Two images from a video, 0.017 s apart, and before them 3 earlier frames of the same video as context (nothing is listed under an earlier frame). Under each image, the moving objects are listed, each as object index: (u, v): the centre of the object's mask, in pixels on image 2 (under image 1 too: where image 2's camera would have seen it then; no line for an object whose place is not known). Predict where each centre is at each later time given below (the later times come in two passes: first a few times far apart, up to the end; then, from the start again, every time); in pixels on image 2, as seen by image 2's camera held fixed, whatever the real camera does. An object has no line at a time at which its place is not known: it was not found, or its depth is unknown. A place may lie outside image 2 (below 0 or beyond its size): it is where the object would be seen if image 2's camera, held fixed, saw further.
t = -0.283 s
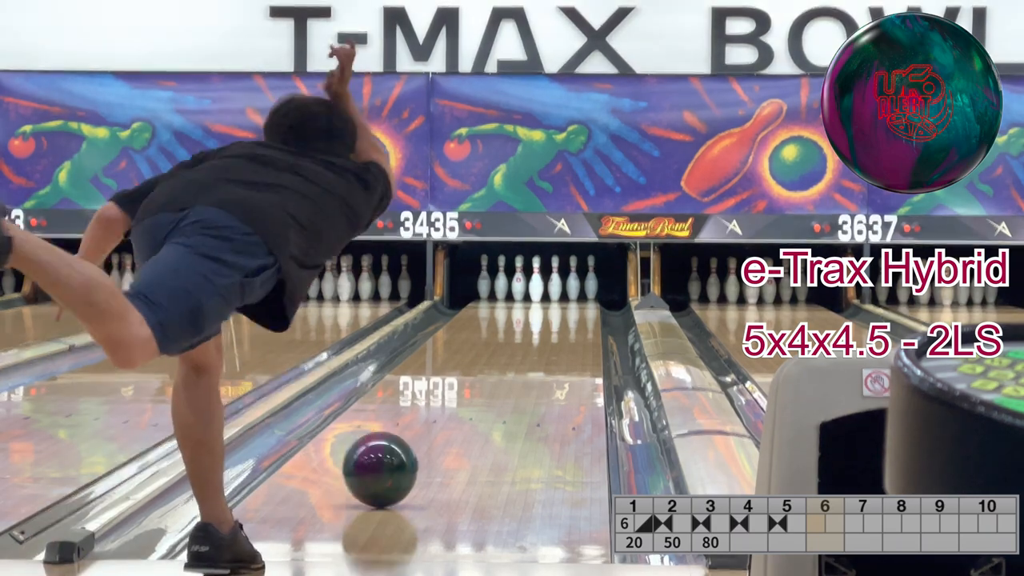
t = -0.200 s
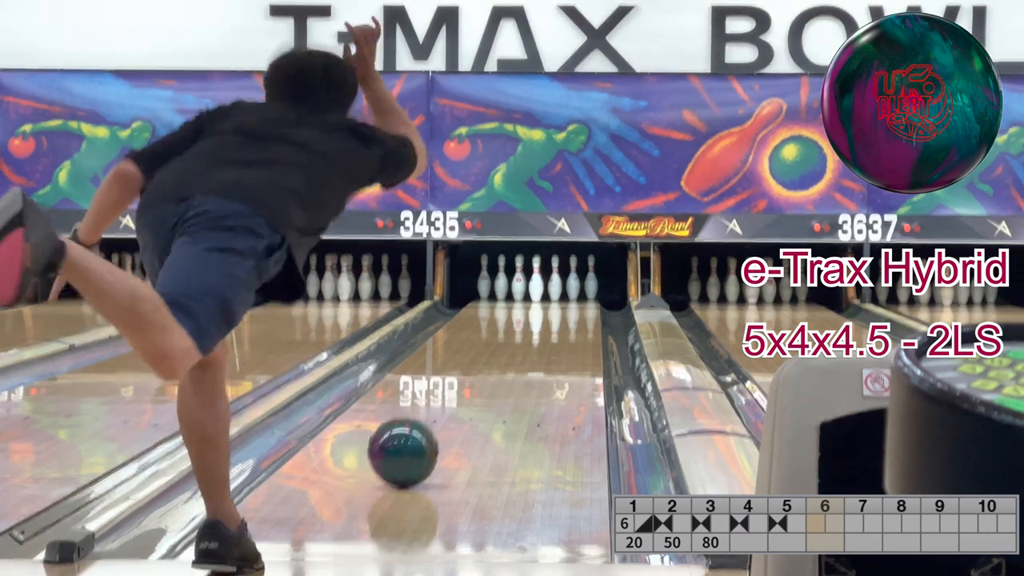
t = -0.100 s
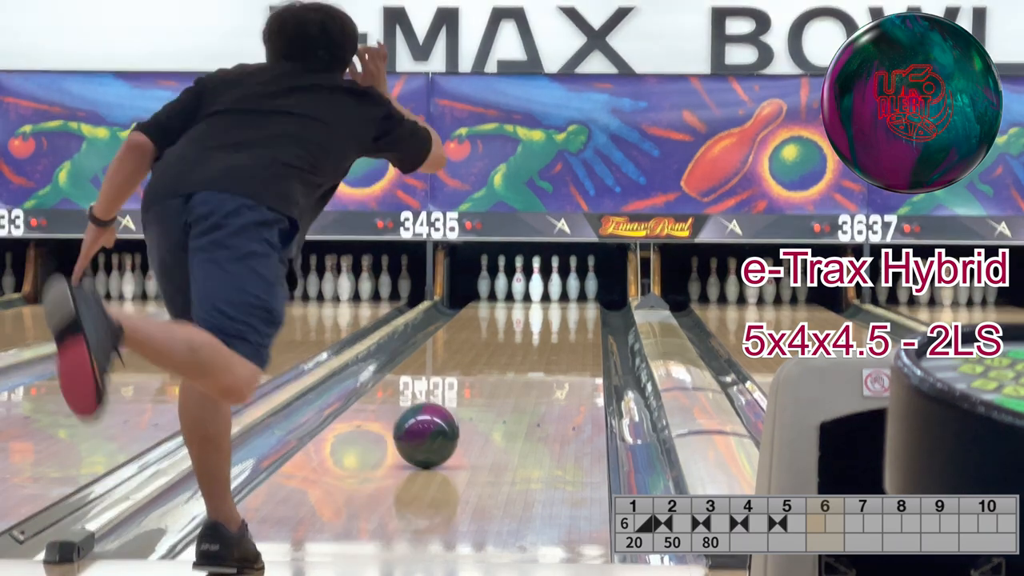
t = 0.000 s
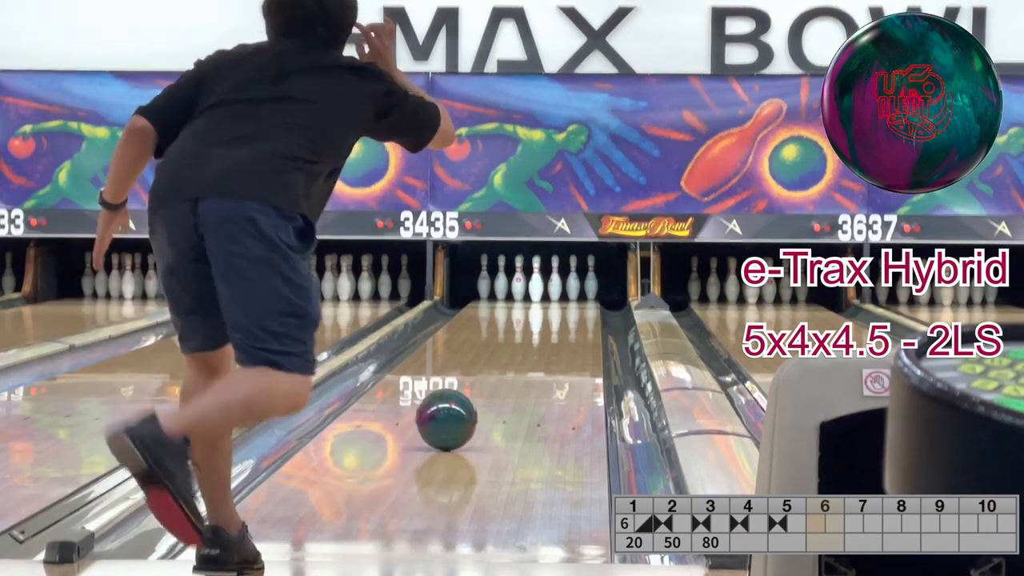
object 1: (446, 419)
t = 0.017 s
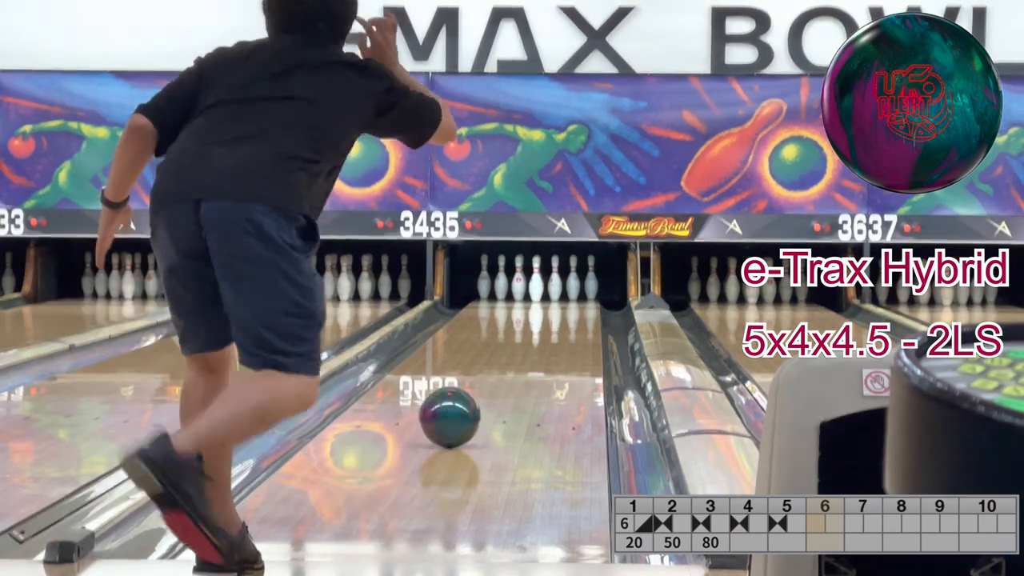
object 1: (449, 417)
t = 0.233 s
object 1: (484, 390)
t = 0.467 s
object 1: (512, 368)
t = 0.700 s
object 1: (534, 351)
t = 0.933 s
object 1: (550, 337)
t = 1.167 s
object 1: (561, 326)
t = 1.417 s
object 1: (569, 315)
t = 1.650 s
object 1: (571, 307)
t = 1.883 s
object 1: (566, 300)
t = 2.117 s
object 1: (556, 294)
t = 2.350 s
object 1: (543, 290)
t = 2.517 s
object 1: (539, 288)
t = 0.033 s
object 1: (452, 414)
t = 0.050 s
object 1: (455, 412)
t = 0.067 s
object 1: (458, 410)
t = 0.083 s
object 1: (461, 408)
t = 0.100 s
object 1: (464, 406)
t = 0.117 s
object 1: (467, 404)
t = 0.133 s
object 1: (469, 402)
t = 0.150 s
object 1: (472, 400)
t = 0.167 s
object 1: (474, 398)
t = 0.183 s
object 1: (477, 396)
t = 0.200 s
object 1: (479, 394)
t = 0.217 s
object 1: (482, 392)
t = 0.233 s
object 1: (484, 390)
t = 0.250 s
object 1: (486, 388)
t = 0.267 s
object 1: (488, 387)
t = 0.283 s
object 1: (491, 385)
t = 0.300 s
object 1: (493, 383)
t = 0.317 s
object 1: (495, 381)
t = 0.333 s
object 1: (497, 380)
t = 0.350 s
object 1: (499, 378)
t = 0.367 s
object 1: (501, 377)
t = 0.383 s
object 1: (503, 376)
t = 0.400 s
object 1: (505, 374)
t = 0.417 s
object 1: (507, 372)
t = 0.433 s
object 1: (509, 371)
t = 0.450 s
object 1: (511, 370)
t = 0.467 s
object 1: (512, 368)
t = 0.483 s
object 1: (514, 367)
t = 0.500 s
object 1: (515, 366)
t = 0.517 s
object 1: (517, 364)
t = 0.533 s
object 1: (519, 363)
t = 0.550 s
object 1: (520, 361)
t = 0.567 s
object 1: (522, 360)
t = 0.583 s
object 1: (523, 359)
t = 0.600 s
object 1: (525, 358)
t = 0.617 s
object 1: (526, 356)
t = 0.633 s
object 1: (528, 355)
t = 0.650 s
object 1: (529, 354)
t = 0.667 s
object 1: (531, 353)
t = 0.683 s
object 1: (532, 352)
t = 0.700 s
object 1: (534, 351)
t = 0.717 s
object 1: (535, 350)
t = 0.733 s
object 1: (536, 349)
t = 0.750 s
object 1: (537, 348)
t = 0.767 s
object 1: (538, 347)
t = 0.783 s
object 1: (540, 346)
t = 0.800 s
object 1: (541, 345)
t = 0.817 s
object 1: (542, 344)
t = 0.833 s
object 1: (543, 343)
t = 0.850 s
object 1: (544, 342)
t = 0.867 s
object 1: (545, 341)
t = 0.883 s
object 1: (547, 340)
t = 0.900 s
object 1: (548, 339)
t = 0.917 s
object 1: (549, 338)
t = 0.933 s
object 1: (550, 337)
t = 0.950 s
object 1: (550, 336)
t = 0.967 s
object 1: (551, 336)
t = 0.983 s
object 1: (553, 335)
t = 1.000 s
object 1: (553, 334)
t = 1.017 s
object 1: (554, 333)
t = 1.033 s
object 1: (555, 332)
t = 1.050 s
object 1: (556, 331)
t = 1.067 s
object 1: (557, 331)
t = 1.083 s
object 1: (558, 330)
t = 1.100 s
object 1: (559, 329)
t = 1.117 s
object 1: (559, 328)
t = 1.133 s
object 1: (561, 327)
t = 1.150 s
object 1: (561, 326)
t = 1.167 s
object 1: (561, 326)
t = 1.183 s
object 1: (562, 325)
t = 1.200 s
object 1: (563, 324)
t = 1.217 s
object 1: (563, 324)
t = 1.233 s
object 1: (564, 323)
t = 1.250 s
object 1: (565, 322)
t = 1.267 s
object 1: (565, 321)
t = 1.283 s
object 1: (565, 321)
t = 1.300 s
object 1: (566, 320)
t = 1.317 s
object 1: (566, 319)
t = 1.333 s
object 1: (567, 318)
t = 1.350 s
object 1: (568, 317)
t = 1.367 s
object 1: (568, 317)
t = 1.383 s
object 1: (569, 316)
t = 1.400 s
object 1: (569, 316)
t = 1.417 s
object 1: (569, 315)
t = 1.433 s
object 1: (570, 314)
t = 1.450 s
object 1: (570, 314)
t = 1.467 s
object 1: (570, 313)
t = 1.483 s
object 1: (570, 313)
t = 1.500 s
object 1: (571, 312)
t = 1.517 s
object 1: (571, 312)
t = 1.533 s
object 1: (571, 311)
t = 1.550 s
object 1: (571, 310)
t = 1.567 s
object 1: (571, 310)
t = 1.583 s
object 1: (571, 310)
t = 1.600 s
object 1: (571, 309)
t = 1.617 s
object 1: (572, 308)
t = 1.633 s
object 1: (571, 308)
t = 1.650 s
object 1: (571, 307)
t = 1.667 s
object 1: (571, 307)
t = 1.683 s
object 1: (571, 306)
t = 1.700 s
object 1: (571, 306)
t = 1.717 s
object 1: (571, 305)
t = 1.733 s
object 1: (570, 305)
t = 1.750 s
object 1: (570, 304)
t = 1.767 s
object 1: (569, 304)
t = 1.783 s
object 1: (569, 303)
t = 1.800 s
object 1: (569, 303)
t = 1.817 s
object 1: (568, 302)
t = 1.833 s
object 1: (568, 302)
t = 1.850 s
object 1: (567, 301)
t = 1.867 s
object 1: (567, 301)
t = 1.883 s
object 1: (566, 300)
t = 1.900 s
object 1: (566, 300)
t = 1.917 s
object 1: (565, 299)
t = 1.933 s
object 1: (565, 299)
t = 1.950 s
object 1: (564, 298)
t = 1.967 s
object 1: (564, 298)
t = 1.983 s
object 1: (563, 297)
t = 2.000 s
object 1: (562, 297)
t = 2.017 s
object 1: (561, 296)
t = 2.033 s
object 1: (561, 296)
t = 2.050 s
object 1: (560, 296)
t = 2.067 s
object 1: (559, 295)
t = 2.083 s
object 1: (558, 295)
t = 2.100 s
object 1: (557, 294)
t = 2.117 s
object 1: (556, 294)
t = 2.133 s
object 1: (555, 294)
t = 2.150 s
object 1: (554, 293)
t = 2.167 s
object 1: (554, 293)
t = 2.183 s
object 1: (553, 293)
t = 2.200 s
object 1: (551, 292)
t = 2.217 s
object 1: (551, 292)
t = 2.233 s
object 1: (550, 292)
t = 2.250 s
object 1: (549, 291)
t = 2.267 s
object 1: (548, 291)
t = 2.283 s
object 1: (547, 291)
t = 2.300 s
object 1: (546, 290)
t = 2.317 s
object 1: (545, 290)
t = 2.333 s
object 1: (544, 290)
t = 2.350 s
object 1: (543, 290)
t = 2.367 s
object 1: (543, 289)
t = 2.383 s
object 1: (543, 289)
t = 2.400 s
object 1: (543, 289)
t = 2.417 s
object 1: (543, 289)
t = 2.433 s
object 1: (543, 289)
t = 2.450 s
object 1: (541, 289)
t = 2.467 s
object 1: (540, 289)
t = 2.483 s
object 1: (540, 289)
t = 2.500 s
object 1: (539, 288)
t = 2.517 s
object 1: (539, 288)
